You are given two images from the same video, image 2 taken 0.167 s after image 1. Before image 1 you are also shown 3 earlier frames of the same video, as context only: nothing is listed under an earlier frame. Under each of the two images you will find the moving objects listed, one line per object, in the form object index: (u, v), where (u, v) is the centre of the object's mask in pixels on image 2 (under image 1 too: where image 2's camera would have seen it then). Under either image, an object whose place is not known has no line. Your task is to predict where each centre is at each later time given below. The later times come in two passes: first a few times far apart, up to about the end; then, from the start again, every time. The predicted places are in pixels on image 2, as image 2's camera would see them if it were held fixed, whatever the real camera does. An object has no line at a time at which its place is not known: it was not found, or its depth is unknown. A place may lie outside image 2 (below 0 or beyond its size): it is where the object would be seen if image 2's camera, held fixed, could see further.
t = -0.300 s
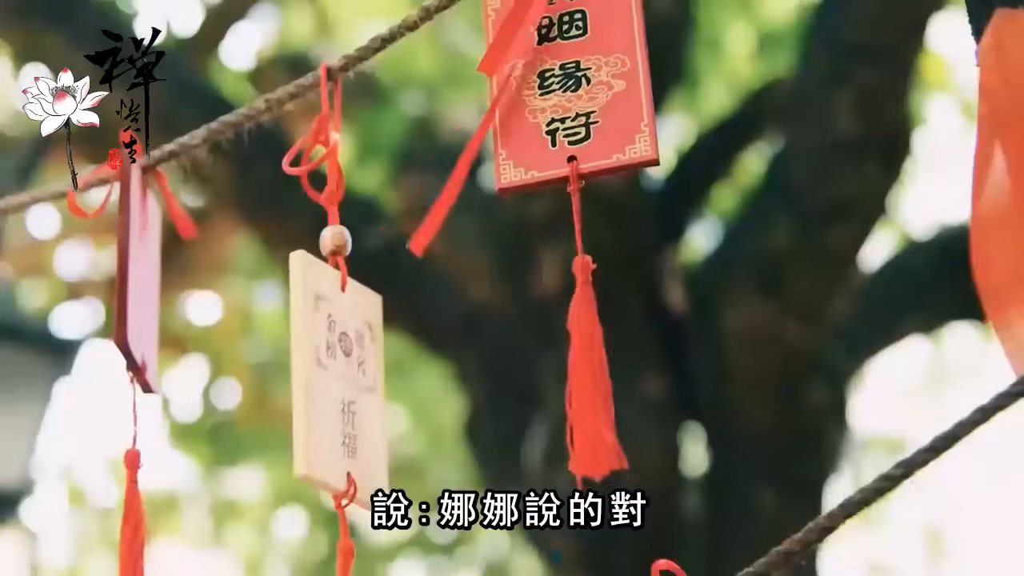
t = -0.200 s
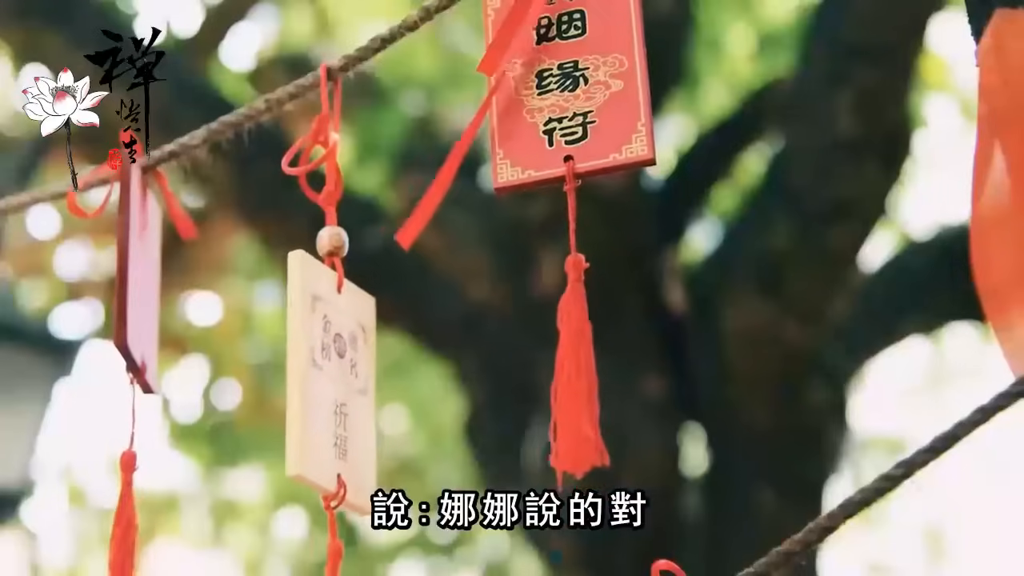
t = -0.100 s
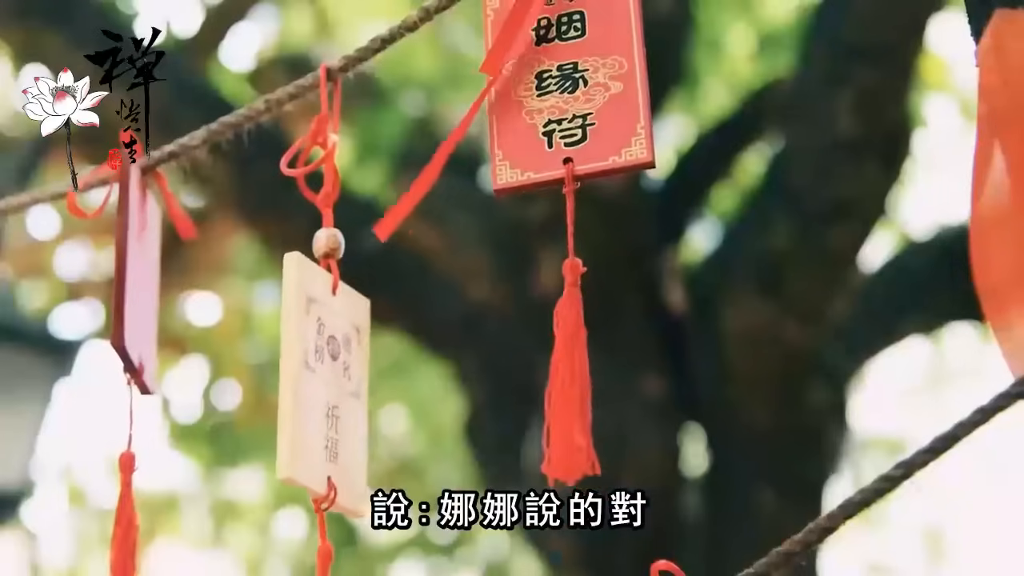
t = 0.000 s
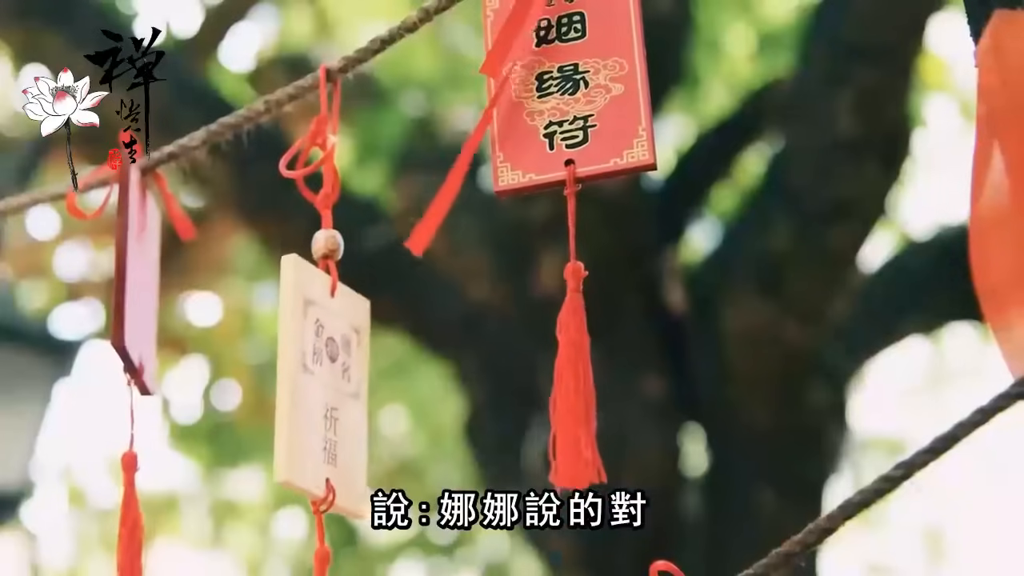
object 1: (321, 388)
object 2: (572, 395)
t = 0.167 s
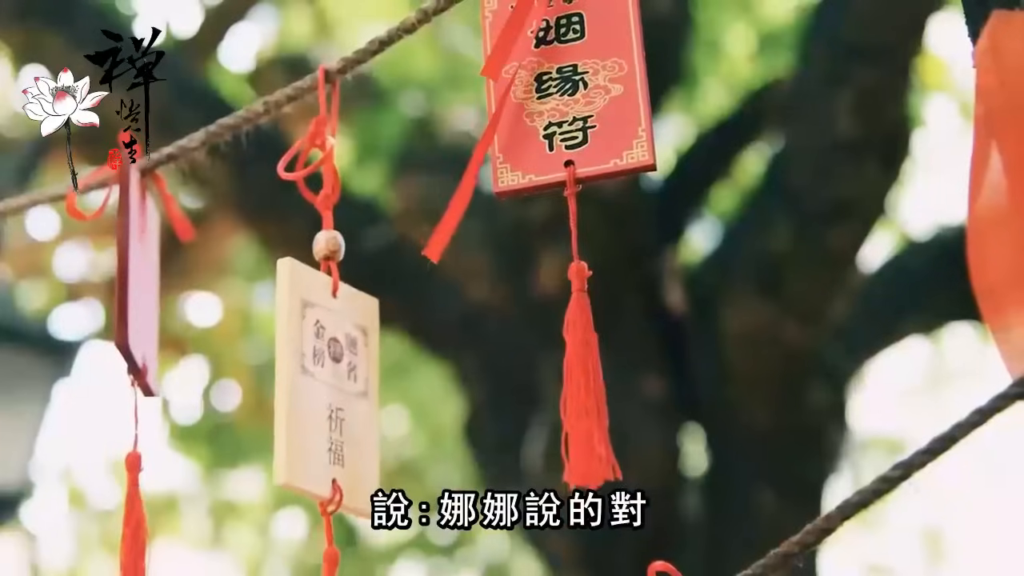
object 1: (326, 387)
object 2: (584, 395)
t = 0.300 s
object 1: (330, 386)
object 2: (581, 388)
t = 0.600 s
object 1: (327, 385)
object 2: (578, 392)
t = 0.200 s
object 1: (327, 387)
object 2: (584, 393)
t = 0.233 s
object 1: (328, 387)
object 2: (584, 391)
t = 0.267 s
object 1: (329, 386)
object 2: (583, 389)
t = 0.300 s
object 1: (330, 386)
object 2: (581, 388)
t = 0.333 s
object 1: (331, 385)
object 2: (580, 388)
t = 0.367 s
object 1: (331, 385)
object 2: (578, 388)
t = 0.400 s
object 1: (331, 385)
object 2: (576, 388)
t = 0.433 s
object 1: (330, 385)
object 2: (575, 389)
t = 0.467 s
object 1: (330, 385)
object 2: (574, 389)
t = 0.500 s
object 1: (329, 385)
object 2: (574, 390)
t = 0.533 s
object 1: (328, 385)
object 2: (575, 391)
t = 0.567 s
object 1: (328, 385)
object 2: (576, 392)
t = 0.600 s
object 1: (327, 385)
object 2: (578, 392)
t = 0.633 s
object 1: (328, 385)
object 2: (581, 392)
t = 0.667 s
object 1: (328, 386)
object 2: (583, 392)
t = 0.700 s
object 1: (329, 385)
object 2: (584, 391)
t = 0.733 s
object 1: (329, 385)
